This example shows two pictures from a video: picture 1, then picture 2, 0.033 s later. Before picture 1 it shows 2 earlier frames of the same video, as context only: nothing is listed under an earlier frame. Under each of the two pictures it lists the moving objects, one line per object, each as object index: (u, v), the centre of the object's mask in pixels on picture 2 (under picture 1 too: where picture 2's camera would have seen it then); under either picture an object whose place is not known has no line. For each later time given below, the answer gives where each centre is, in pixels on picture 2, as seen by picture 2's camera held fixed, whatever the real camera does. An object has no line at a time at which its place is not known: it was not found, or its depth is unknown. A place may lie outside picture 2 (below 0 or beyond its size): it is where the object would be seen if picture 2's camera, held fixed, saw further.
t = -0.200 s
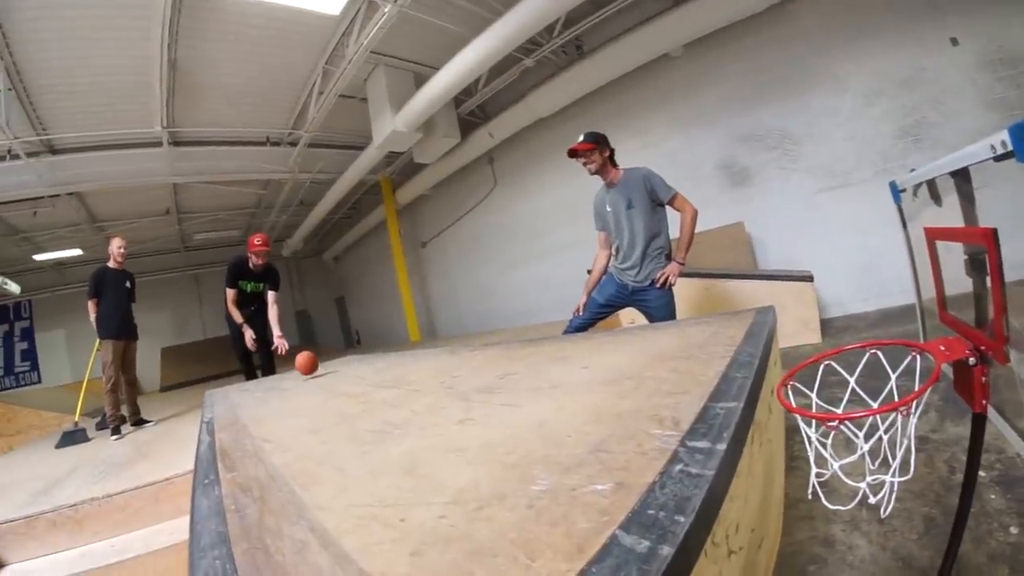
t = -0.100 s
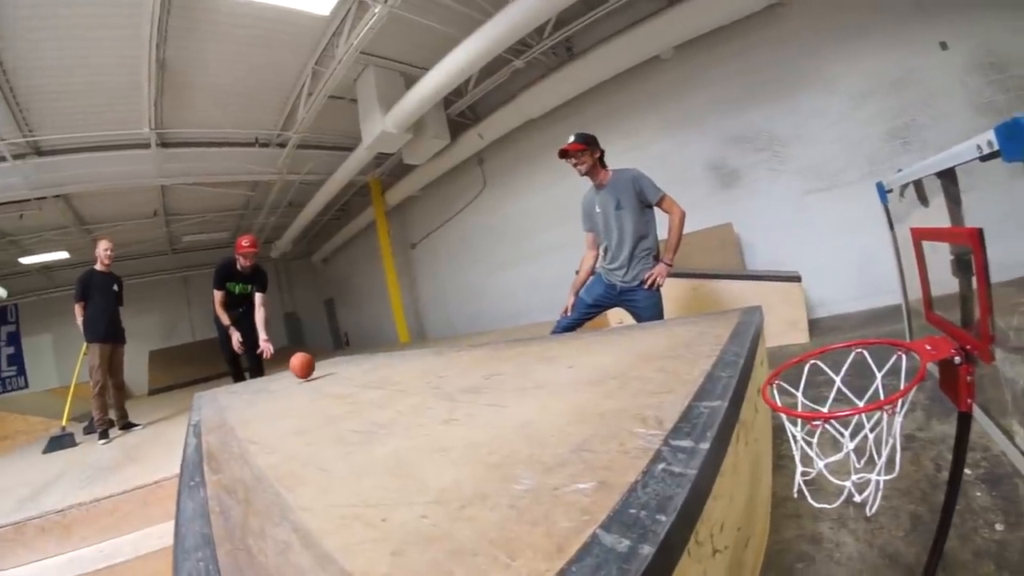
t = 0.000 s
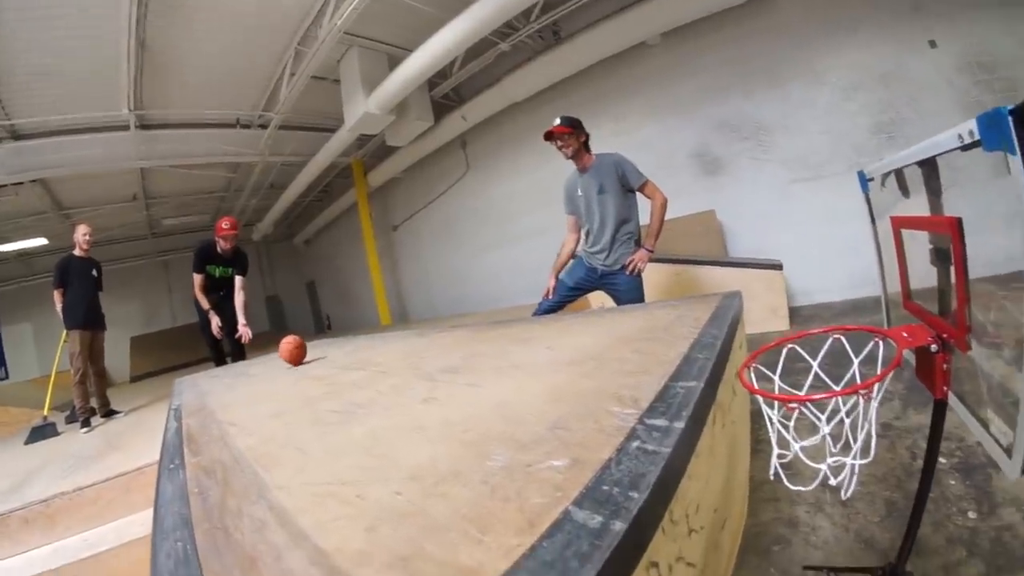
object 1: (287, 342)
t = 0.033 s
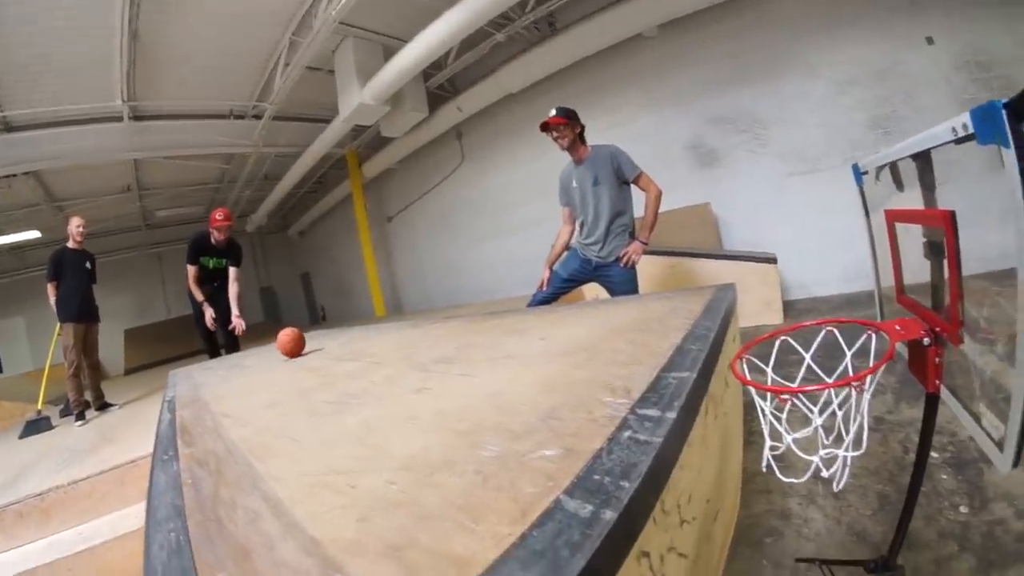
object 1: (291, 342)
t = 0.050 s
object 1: (293, 342)
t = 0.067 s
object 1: (295, 342)
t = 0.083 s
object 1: (297, 342)
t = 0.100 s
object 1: (298, 340)
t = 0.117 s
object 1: (300, 339)
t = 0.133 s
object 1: (302, 339)
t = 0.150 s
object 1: (305, 339)
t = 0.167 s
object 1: (307, 340)
